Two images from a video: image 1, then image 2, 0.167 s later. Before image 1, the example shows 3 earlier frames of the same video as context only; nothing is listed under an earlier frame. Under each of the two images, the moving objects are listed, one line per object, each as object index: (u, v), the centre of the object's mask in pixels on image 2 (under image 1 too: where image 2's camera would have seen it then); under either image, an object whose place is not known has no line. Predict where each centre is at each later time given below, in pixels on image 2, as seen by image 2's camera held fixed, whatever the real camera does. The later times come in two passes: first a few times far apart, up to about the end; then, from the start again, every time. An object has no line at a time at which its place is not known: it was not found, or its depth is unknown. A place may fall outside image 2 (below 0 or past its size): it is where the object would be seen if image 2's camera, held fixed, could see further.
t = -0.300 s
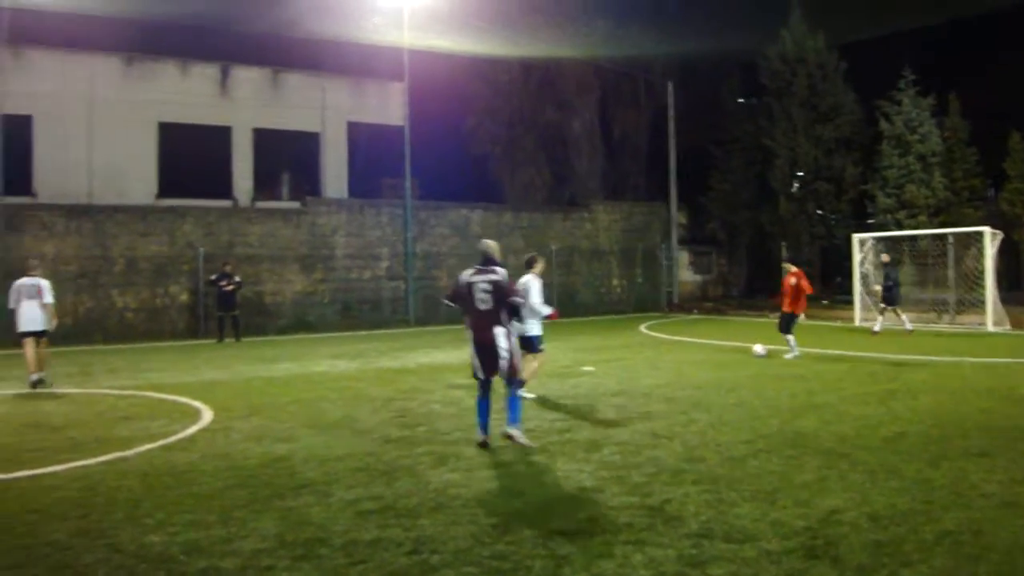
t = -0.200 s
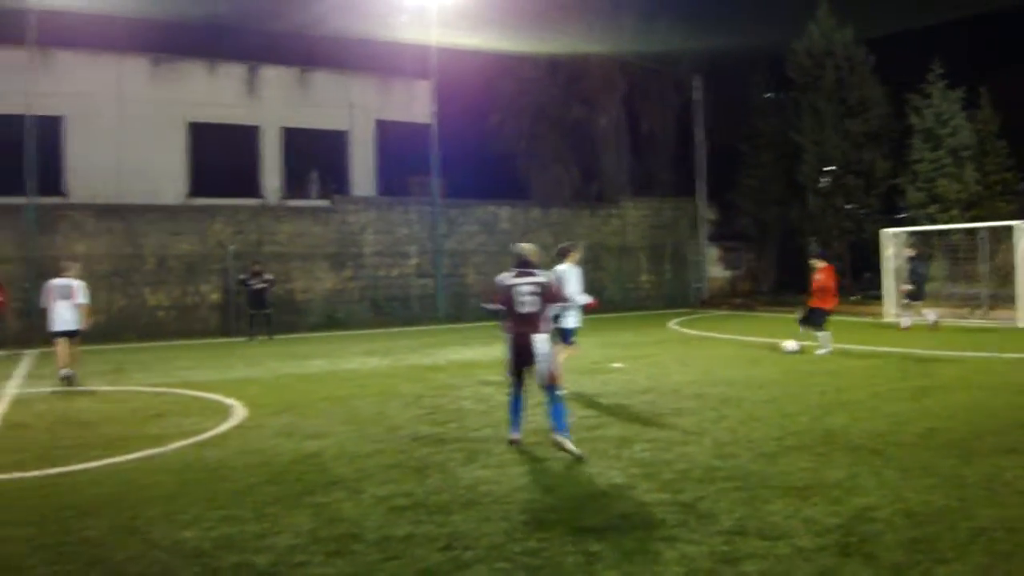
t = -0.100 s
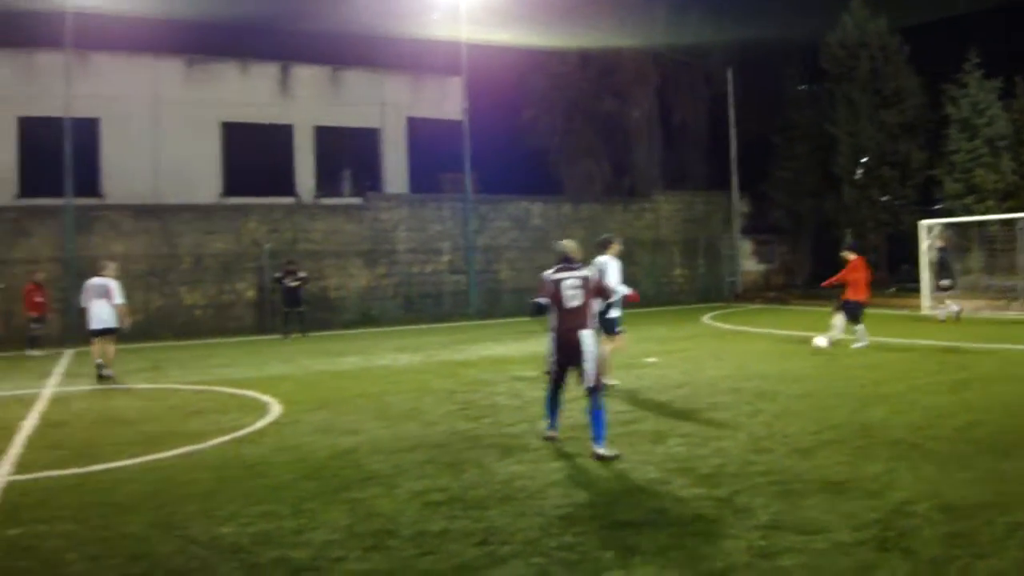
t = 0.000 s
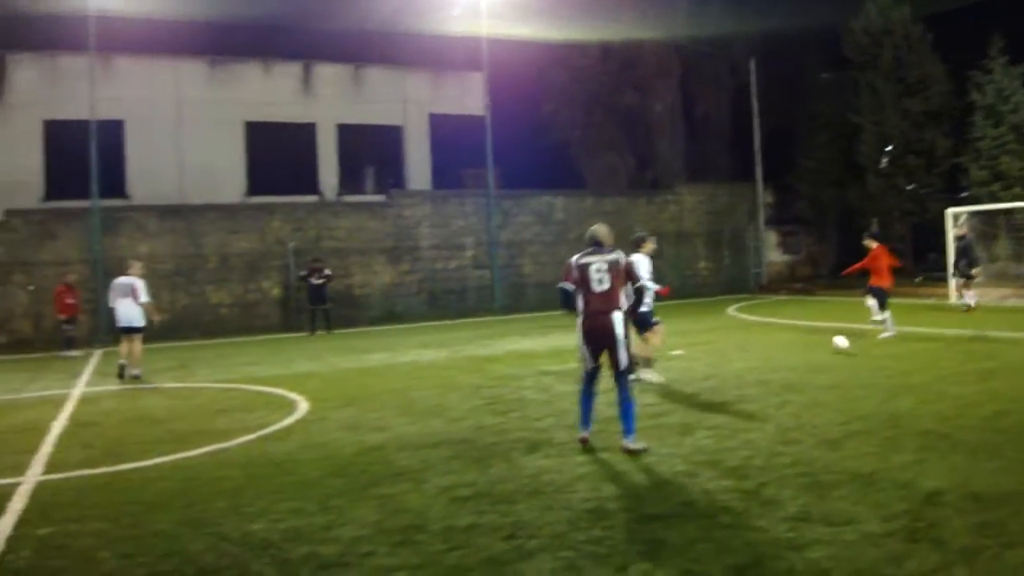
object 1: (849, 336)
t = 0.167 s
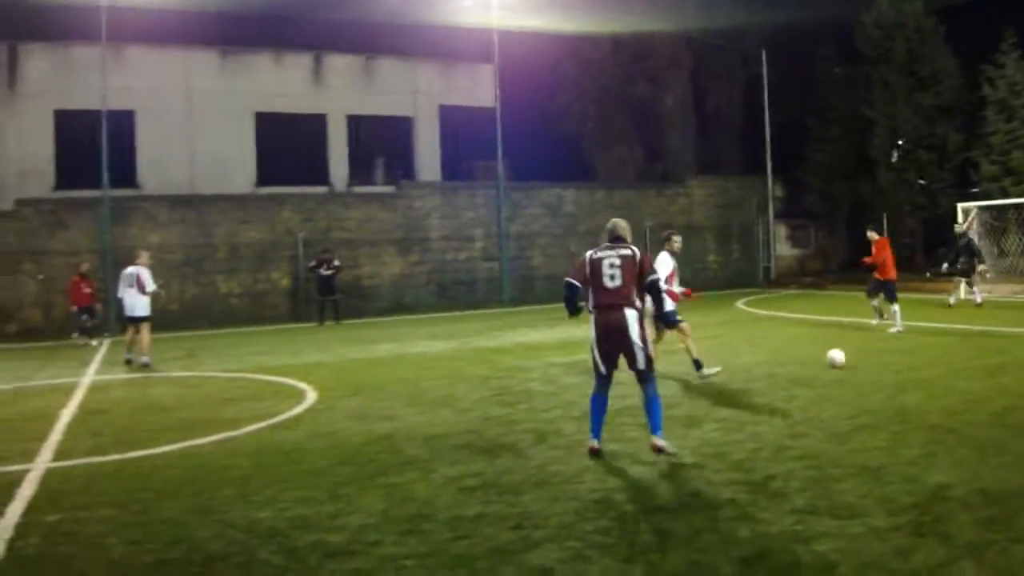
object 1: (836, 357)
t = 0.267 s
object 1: (828, 370)
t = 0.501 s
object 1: (805, 409)
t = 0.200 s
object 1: (833, 361)
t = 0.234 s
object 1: (830, 365)
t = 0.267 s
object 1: (828, 370)
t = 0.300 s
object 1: (824, 374)
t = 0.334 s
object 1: (821, 380)
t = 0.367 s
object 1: (818, 385)
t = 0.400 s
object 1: (816, 391)
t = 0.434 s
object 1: (812, 396)
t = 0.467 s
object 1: (808, 402)
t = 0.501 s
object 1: (805, 409)
